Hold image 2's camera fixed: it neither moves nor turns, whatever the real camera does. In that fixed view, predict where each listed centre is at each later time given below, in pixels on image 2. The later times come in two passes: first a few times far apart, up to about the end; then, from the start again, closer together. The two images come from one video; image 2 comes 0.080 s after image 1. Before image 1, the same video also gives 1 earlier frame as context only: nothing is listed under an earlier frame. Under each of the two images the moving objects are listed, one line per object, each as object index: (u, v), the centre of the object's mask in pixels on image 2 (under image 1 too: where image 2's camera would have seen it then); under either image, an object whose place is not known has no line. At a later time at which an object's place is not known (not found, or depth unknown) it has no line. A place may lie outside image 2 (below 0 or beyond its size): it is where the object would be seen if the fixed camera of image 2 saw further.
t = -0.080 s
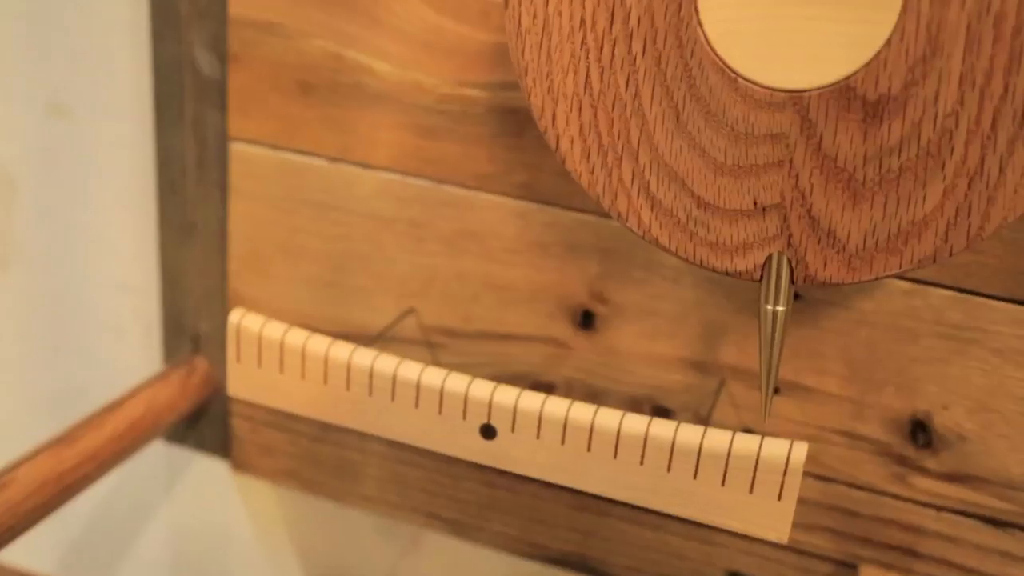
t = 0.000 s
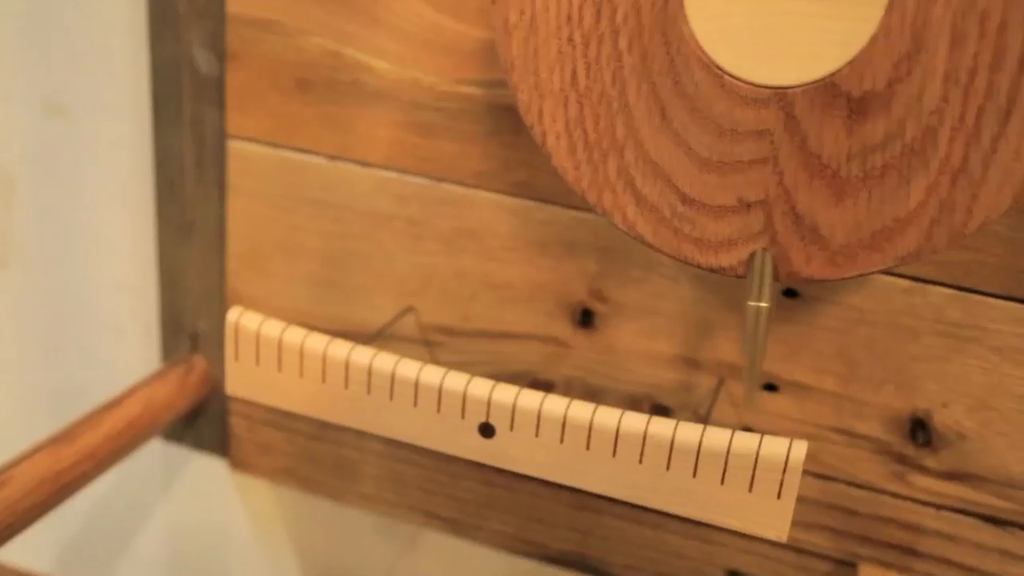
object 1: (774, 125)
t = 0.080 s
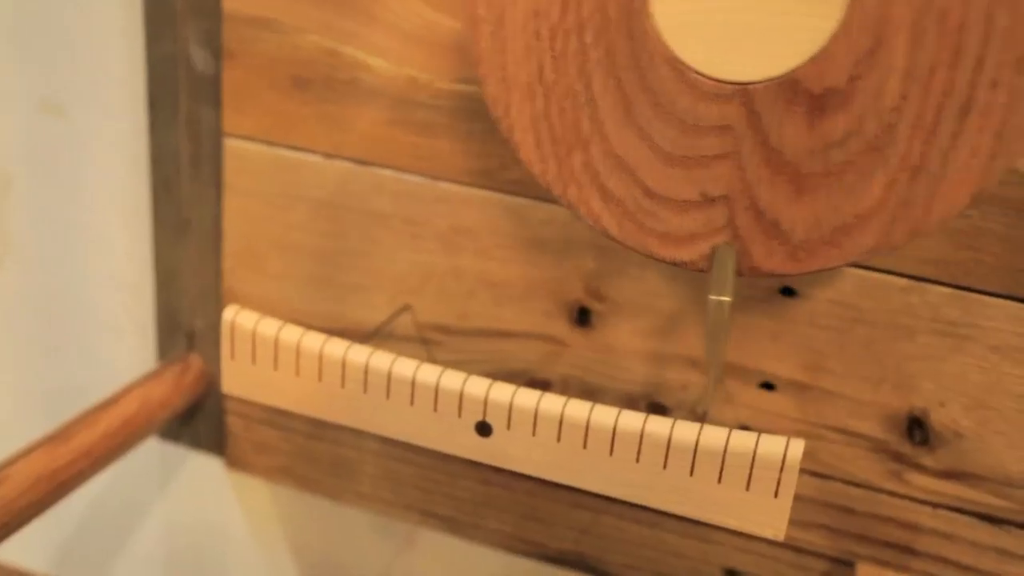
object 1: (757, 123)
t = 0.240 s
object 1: (664, 113)
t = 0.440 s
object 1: (503, 103)
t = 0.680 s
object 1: (357, 88)
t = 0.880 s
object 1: (327, 83)
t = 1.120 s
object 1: (414, 90)
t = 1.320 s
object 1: (562, 100)
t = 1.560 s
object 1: (742, 108)
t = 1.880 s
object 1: (779, 114)
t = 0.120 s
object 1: (742, 119)
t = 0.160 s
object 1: (723, 117)
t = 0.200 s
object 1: (695, 115)
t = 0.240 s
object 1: (664, 113)
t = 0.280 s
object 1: (632, 112)
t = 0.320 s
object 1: (598, 109)
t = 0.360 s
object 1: (565, 107)
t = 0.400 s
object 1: (534, 105)
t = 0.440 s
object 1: (503, 103)
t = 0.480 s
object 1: (471, 99)
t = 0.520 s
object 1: (443, 97)
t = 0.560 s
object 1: (418, 93)
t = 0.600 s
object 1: (394, 90)
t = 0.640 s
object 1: (374, 89)
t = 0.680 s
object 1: (357, 88)
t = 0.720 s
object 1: (343, 86)
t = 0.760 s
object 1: (333, 85)
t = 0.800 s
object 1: (328, 84)
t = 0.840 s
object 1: (325, 84)
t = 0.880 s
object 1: (327, 83)
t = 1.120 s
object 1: (414, 90)
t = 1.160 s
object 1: (439, 92)
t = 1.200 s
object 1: (468, 94)
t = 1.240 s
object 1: (499, 96)
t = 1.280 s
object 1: (530, 98)
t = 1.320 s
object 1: (562, 100)
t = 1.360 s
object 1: (596, 101)
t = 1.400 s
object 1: (628, 103)
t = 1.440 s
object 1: (660, 105)
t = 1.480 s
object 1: (692, 106)
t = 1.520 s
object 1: (720, 107)
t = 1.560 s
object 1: (742, 108)
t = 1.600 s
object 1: (760, 110)
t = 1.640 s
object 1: (772, 112)
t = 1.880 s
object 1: (779, 114)
